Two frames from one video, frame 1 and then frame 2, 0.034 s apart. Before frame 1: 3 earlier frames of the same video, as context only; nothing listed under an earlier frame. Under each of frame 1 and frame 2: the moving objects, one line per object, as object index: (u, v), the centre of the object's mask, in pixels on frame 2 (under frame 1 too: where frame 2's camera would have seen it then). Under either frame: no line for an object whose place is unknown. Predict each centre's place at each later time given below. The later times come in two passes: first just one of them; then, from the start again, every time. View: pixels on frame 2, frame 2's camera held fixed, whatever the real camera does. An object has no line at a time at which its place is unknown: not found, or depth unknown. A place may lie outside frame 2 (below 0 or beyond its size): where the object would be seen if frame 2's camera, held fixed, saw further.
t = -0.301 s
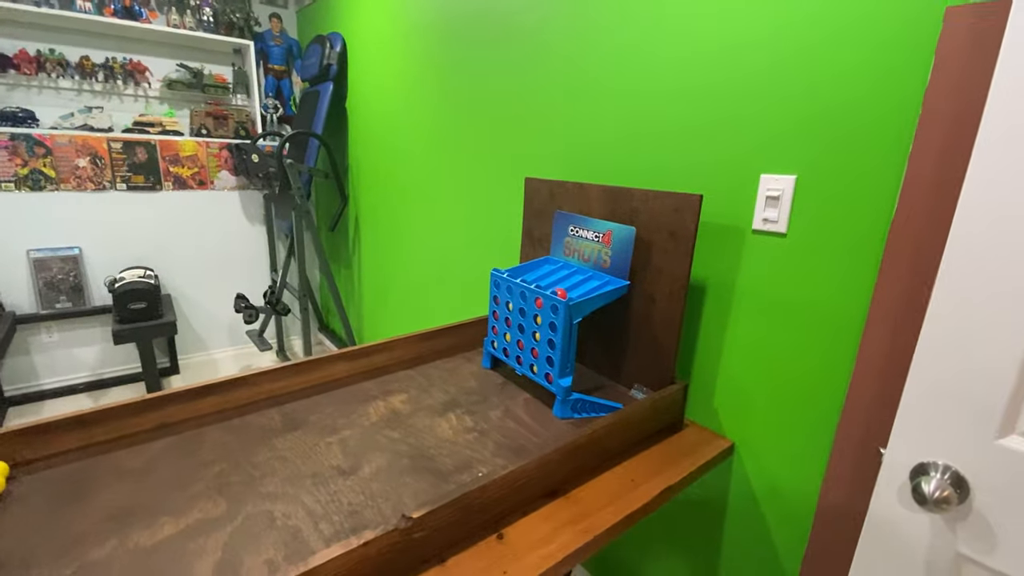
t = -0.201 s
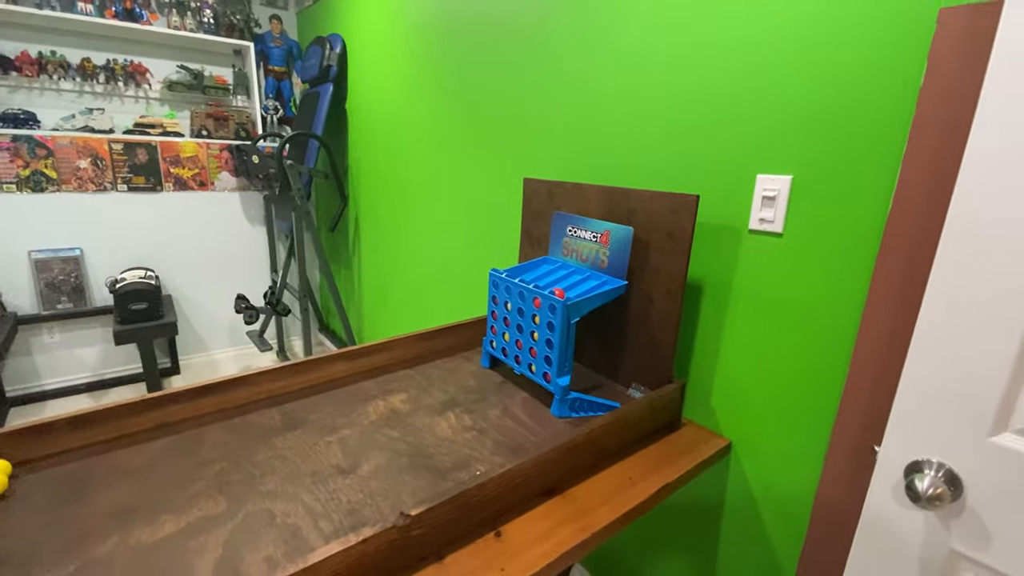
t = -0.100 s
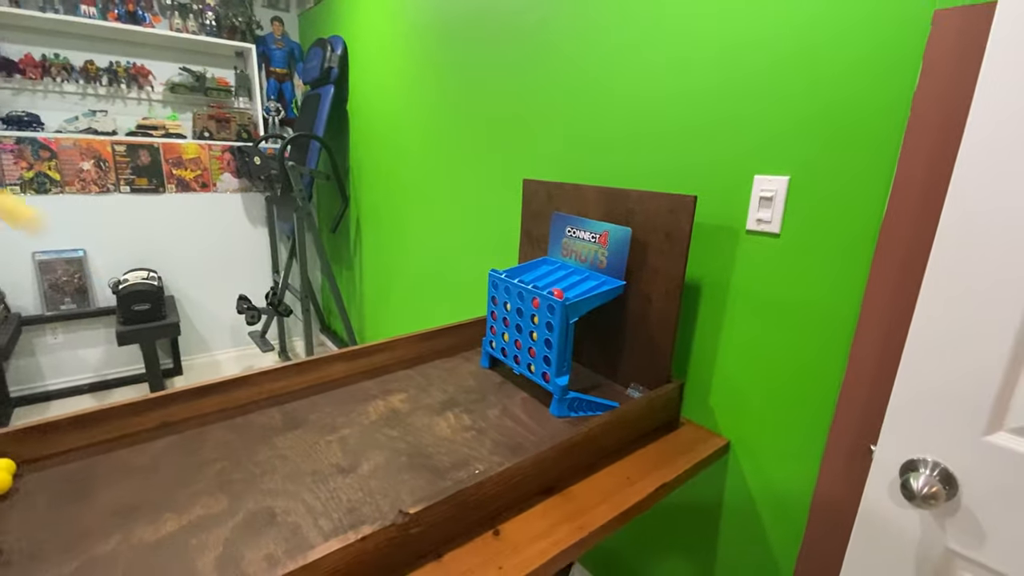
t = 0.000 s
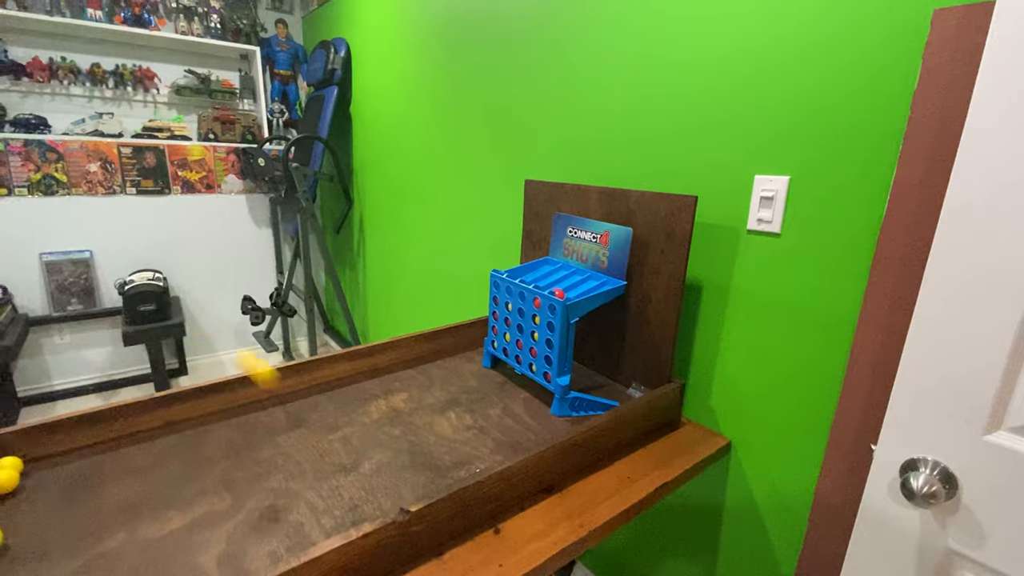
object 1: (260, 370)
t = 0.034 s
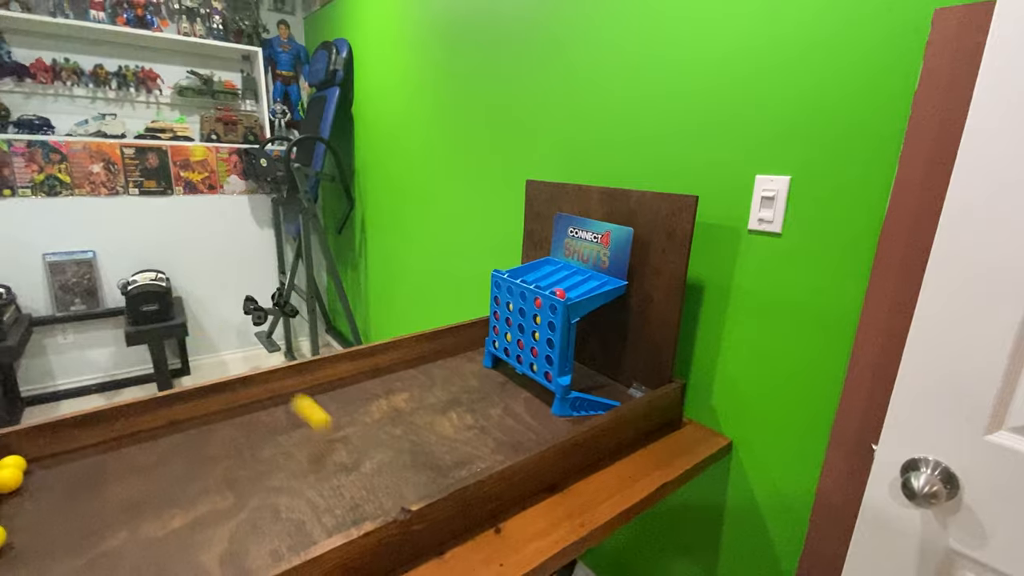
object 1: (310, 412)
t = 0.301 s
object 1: (489, 176)
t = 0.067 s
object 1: (344, 393)
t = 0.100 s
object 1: (366, 345)
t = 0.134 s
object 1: (387, 300)
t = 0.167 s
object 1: (408, 263)
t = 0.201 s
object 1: (429, 232)
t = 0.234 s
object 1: (449, 208)
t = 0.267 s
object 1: (470, 189)
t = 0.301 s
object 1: (489, 176)
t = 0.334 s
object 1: (508, 168)
